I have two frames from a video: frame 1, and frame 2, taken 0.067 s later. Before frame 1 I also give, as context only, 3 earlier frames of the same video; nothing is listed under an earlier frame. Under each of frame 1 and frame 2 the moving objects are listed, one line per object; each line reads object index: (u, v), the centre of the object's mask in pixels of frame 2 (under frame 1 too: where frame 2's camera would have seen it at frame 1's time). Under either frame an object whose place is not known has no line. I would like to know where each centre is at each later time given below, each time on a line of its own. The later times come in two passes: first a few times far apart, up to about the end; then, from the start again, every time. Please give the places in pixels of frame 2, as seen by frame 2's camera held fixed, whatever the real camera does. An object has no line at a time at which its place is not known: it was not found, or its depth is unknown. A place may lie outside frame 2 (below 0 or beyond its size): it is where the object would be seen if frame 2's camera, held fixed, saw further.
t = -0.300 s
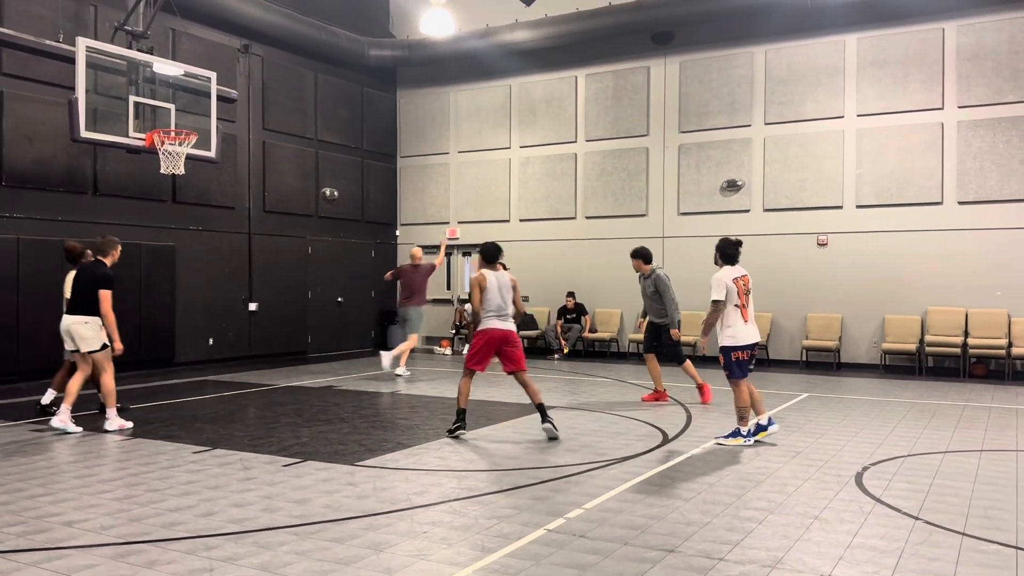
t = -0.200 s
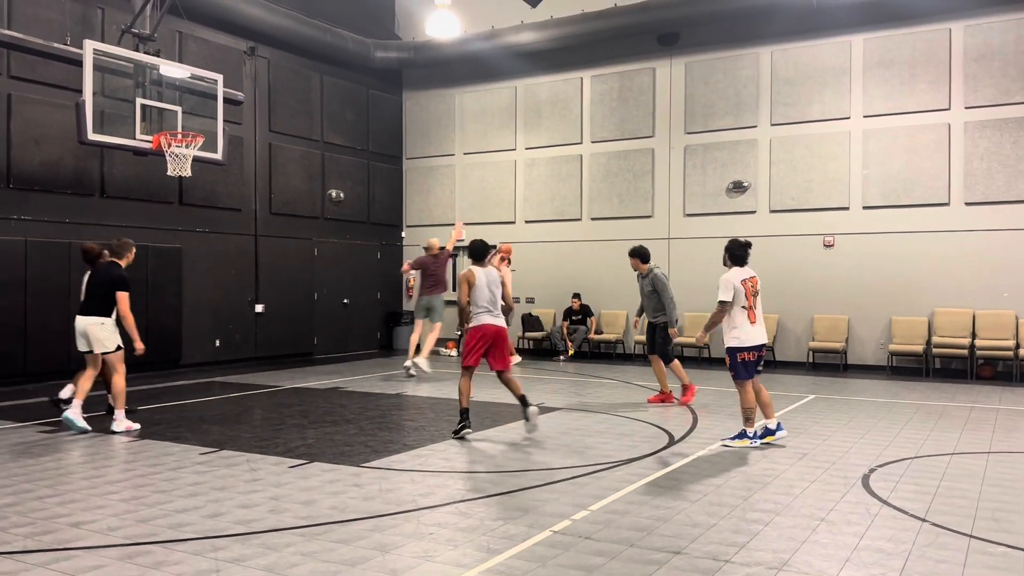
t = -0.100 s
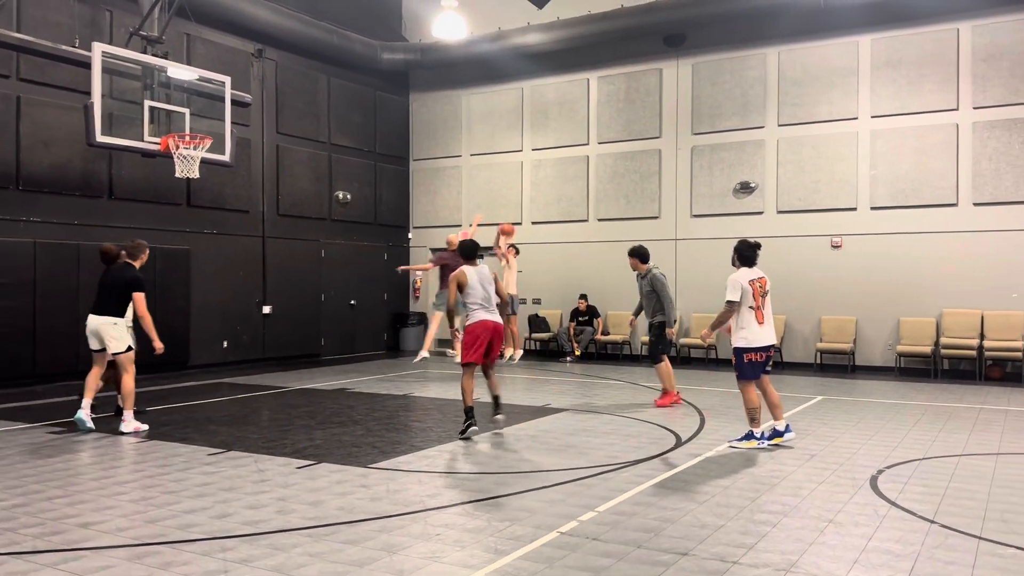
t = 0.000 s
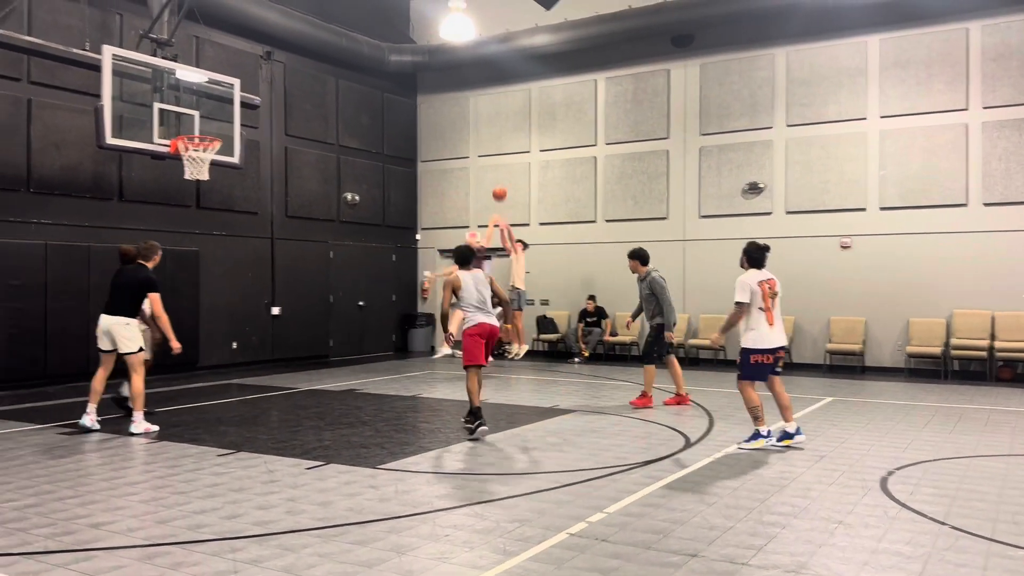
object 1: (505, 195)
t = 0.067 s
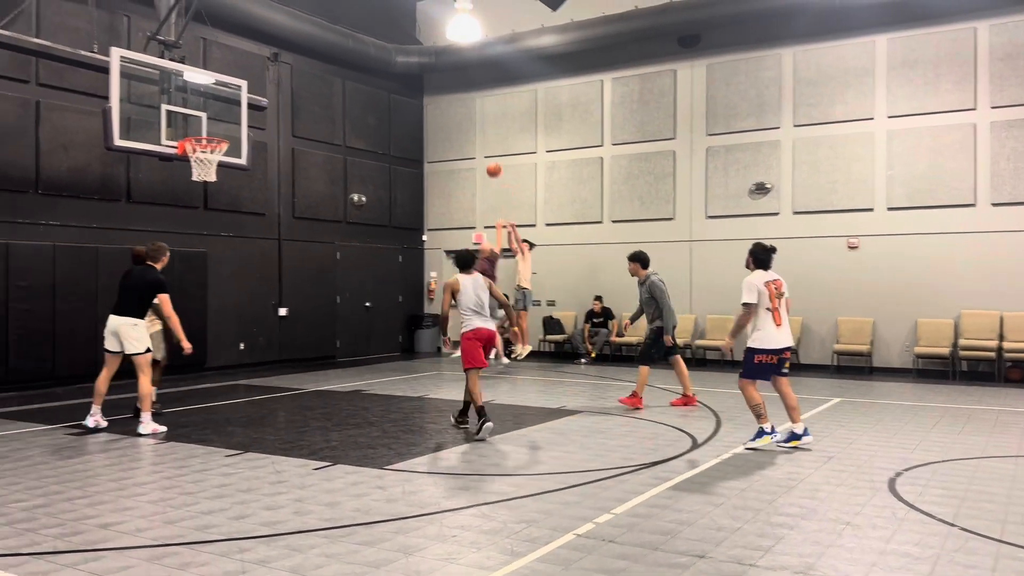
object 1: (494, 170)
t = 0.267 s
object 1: (458, 108)
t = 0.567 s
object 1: (396, 55)
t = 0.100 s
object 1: (488, 158)
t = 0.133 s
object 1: (482, 147)
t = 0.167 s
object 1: (476, 136)
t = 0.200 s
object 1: (470, 127)
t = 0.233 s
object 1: (464, 117)
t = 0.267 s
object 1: (458, 108)
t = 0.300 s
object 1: (451, 100)
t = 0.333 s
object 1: (444, 92)
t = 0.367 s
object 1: (438, 84)
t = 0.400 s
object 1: (432, 78)
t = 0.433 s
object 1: (425, 73)
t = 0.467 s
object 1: (418, 67)
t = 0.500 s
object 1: (411, 62)
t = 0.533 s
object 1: (403, 58)
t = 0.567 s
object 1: (396, 55)
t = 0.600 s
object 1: (389, 52)
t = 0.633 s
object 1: (382, 51)
